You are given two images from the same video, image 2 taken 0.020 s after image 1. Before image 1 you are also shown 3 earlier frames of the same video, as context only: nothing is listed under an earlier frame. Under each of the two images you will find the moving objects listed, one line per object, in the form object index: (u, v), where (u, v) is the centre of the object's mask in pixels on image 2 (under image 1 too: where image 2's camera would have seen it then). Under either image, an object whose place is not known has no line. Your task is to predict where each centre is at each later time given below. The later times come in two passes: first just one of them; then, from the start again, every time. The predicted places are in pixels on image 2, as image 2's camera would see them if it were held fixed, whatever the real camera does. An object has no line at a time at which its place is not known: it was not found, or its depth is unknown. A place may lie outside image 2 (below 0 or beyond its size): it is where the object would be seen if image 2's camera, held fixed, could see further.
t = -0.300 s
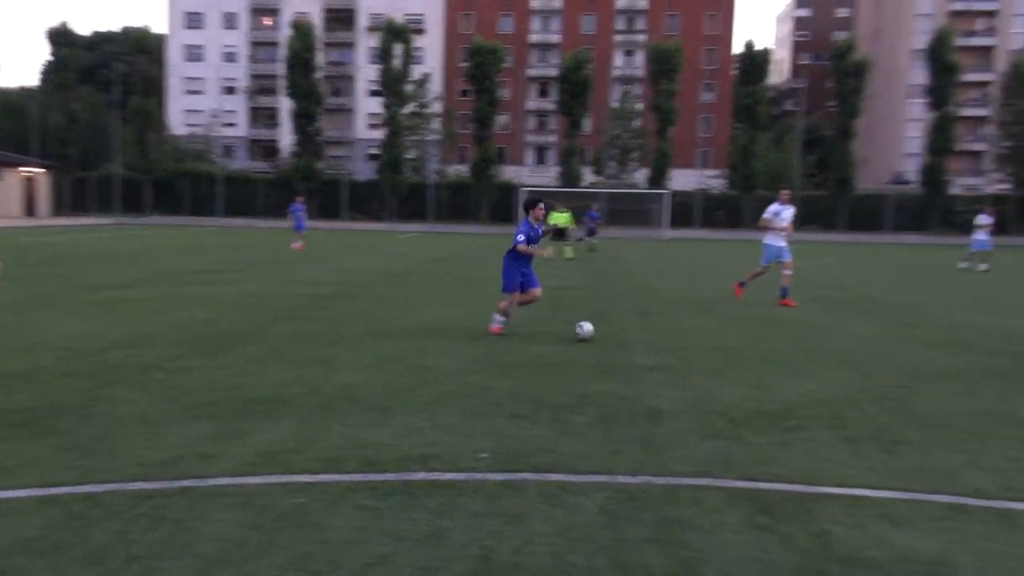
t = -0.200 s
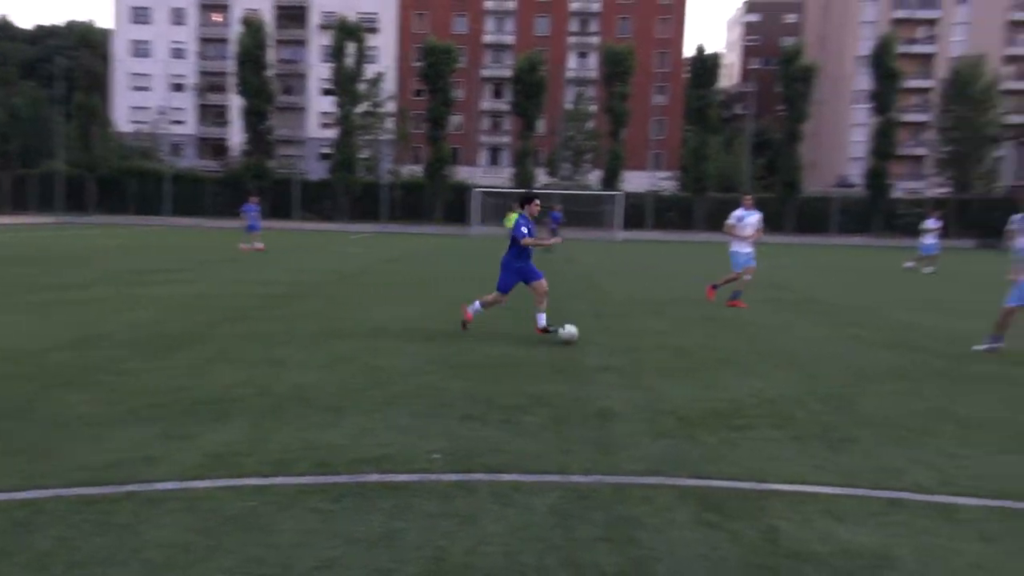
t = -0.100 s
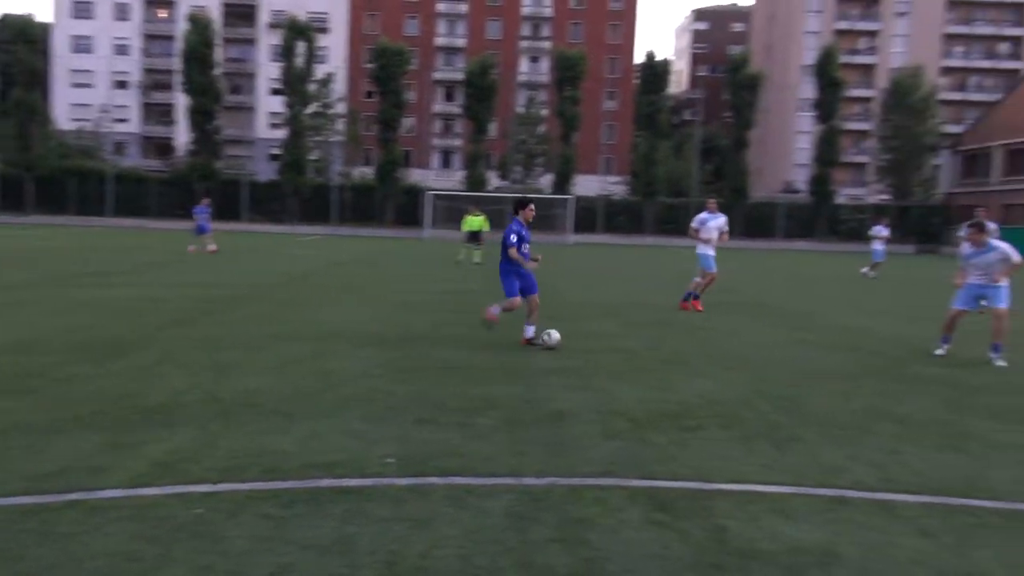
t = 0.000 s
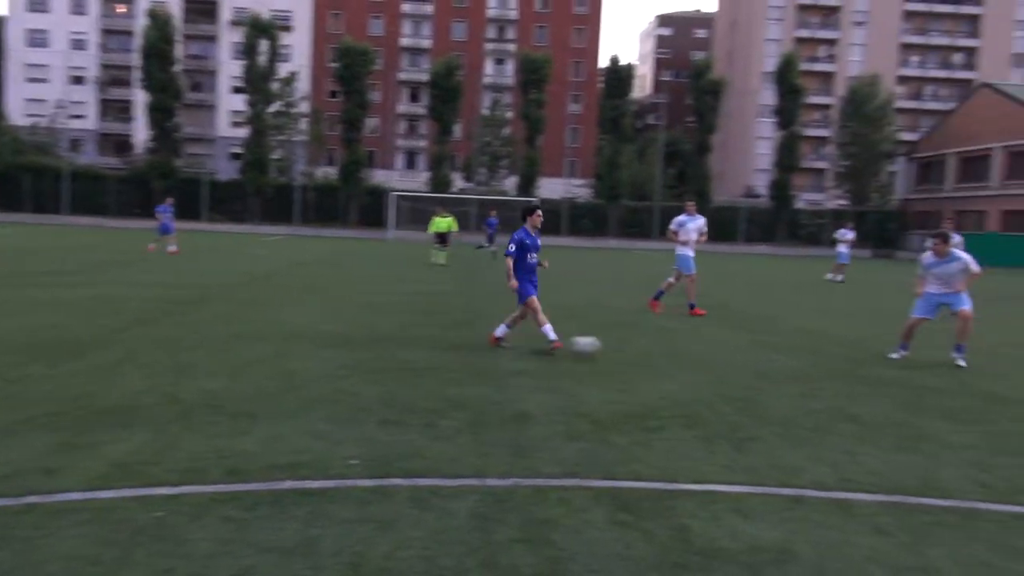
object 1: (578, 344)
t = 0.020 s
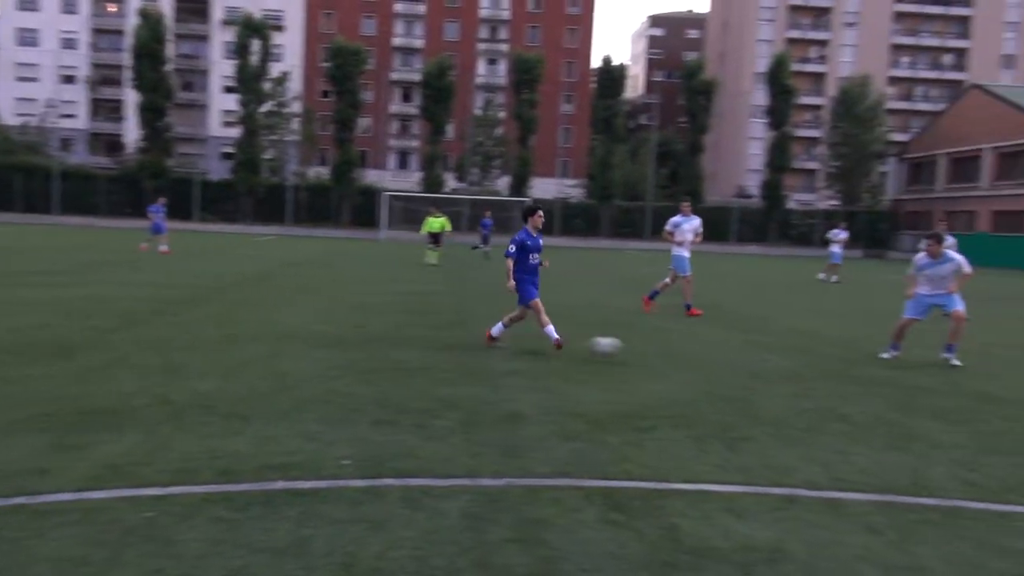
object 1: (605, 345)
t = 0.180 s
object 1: (856, 364)
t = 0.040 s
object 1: (634, 345)
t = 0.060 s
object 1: (664, 346)
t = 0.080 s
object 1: (693, 349)
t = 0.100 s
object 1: (726, 350)
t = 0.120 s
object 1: (757, 353)
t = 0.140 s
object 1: (788, 357)
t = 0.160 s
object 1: (821, 360)
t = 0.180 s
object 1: (856, 364)
